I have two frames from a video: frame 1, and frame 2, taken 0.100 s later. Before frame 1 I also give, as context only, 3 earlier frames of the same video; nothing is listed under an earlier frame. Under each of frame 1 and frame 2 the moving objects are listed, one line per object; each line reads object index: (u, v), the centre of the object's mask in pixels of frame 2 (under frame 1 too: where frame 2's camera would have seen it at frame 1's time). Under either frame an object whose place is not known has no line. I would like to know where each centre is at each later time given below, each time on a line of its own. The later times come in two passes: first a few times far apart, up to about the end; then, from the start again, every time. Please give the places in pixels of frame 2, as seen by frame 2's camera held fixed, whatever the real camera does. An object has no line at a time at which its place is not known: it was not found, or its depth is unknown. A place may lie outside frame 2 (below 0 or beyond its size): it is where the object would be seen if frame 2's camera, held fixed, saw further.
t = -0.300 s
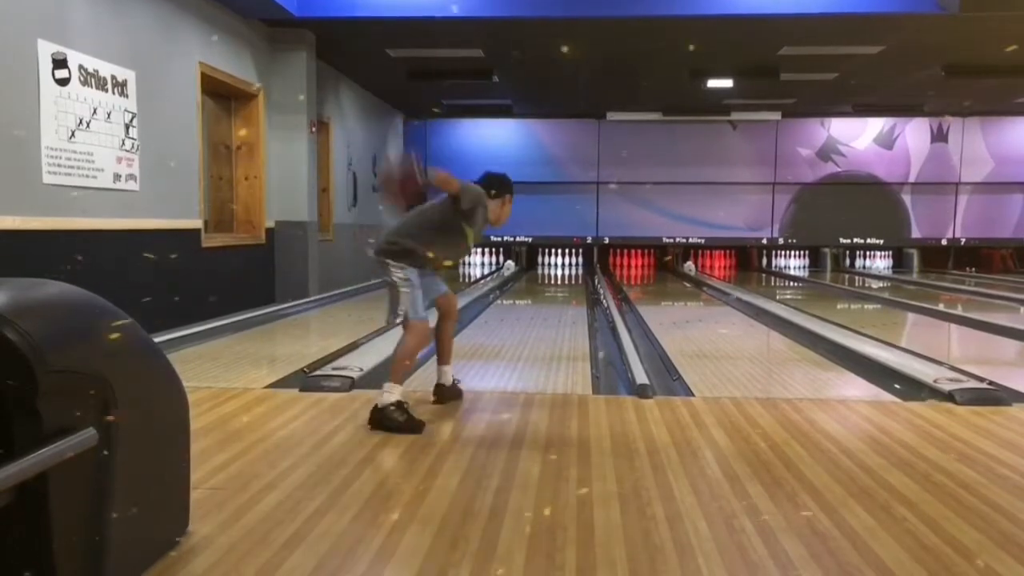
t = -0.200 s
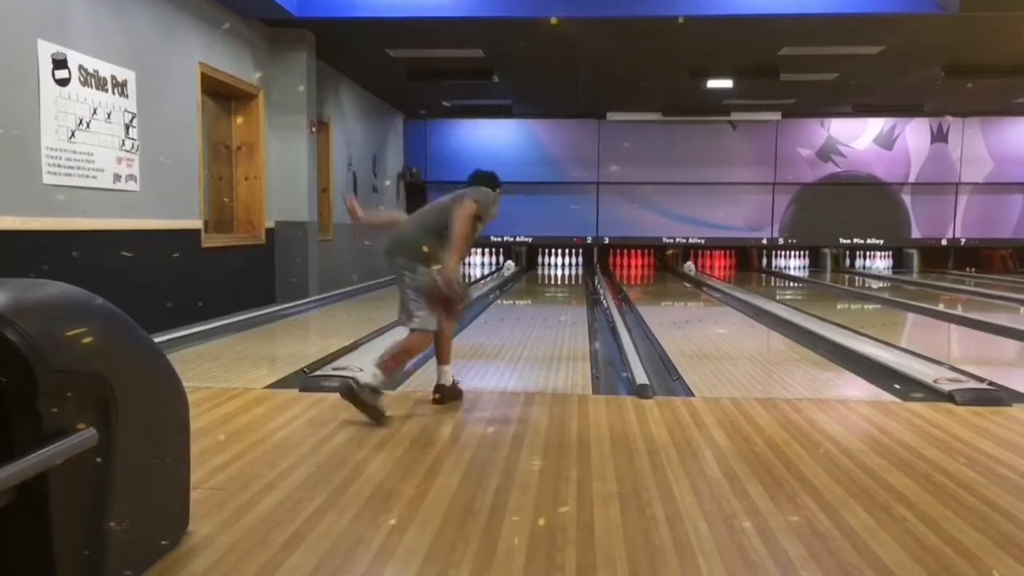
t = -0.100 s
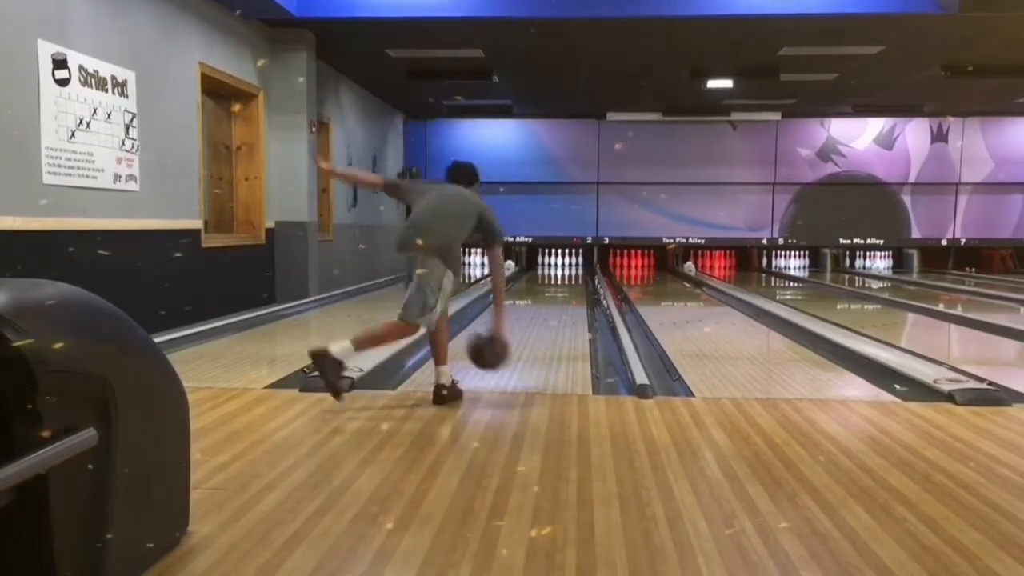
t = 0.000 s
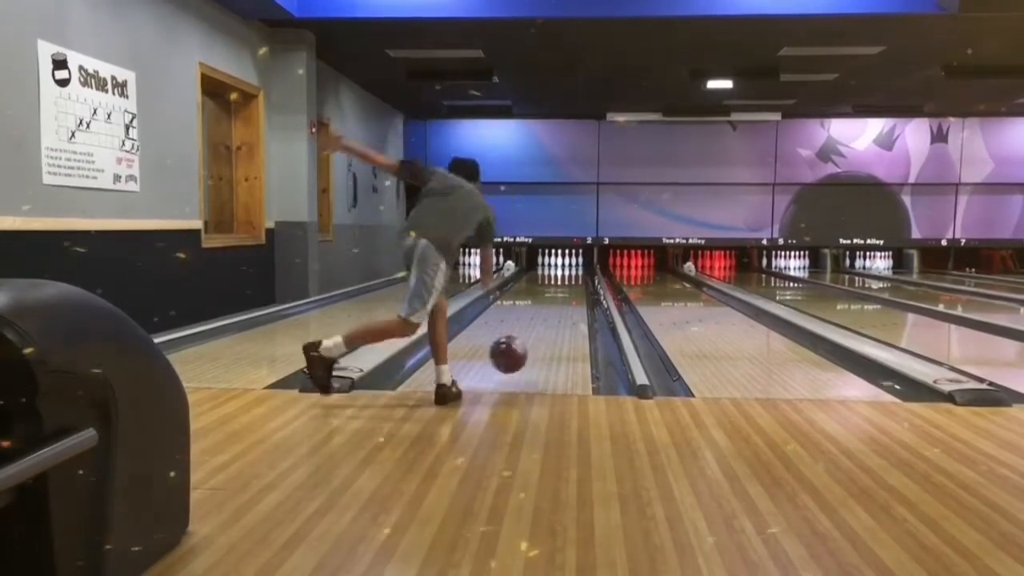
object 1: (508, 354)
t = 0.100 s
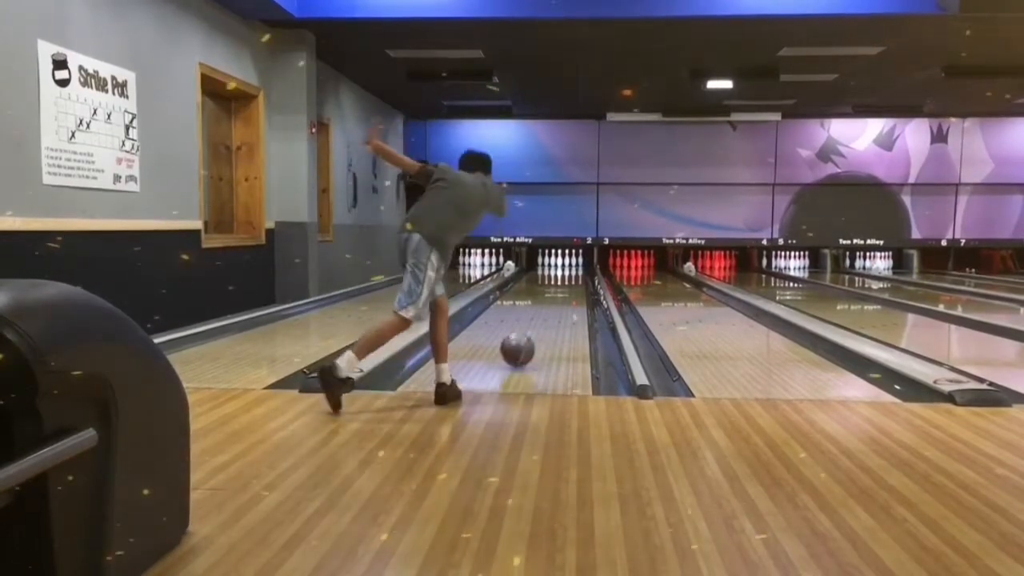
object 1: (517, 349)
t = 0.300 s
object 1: (532, 333)
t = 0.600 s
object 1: (544, 313)
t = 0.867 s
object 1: (552, 301)
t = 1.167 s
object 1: (558, 292)
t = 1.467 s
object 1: (562, 285)
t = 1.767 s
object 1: (564, 278)
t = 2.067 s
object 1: (565, 272)
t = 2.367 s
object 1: (566, 270)
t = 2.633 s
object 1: (566, 270)
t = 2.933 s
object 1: (562, 264)
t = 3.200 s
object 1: (560, 262)
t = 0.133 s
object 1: (520, 346)
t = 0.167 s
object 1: (522, 345)
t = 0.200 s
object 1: (525, 341)
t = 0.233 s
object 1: (527, 338)
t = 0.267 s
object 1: (529, 335)
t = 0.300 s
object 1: (532, 333)
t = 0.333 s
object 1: (533, 329)
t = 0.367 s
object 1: (535, 328)
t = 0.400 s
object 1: (536, 325)
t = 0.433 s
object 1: (538, 322)
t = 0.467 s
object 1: (540, 321)
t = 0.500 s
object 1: (541, 318)
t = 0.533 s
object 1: (542, 317)
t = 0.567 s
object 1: (543, 315)
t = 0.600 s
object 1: (544, 313)
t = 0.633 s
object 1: (546, 311)
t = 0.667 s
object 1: (546, 311)
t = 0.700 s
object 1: (548, 309)
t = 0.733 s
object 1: (548, 306)
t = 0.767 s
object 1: (549, 304)
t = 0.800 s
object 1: (550, 303)
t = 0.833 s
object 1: (550, 303)
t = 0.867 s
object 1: (552, 301)
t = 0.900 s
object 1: (553, 300)
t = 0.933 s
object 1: (553, 298)
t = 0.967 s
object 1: (554, 296)
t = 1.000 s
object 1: (554, 297)
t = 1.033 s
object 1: (554, 296)
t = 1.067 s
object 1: (556, 295)
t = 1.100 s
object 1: (556, 294)
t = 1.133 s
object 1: (557, 292)
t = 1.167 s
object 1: (558, 292)
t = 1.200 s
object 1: (558, 291)
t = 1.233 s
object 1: (559, 289)
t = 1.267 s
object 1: (559, 289)
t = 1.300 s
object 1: (559, 287)
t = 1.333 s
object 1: (560, 287)
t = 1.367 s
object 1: (559, 287)
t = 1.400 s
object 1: (561, 285)
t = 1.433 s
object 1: (563, 285)
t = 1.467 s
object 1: (562, 285)
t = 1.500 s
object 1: (562, 283)
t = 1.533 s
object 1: (562, 281)
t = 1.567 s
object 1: (562, 280)
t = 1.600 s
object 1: (563, 280)
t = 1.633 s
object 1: (562, 280)
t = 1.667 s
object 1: (563, 280)
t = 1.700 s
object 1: (563, 279)
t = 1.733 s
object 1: (563, 278)
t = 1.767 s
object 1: (564, 278)
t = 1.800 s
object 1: (563, 278)
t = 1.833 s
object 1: (564, 277)
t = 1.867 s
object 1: (565, 276)
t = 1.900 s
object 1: (565, 276)
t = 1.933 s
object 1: (564, 274)
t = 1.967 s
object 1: (564, 274)
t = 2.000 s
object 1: (565, 274)
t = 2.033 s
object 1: (565, 272)
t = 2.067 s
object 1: (565, 272)
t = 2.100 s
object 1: (565, 272)
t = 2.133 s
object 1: (565, 271)
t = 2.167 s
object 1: (566, 273)
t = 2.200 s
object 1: (566, 271)
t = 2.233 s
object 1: (566, 270)
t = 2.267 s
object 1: (566, 270)
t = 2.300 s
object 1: (566, 271)
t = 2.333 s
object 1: (566, 270)
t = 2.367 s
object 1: (566, 270)
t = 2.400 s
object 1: (566, 269)
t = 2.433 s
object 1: (566, 269)
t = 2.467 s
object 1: (566, 269)
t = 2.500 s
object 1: (566, 269)
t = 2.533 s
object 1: (566, 269)
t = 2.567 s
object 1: (566, 268)
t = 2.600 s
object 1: (566, 269)
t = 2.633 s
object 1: (566, 270)
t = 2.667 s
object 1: (566, 267)
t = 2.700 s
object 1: (565, 266)
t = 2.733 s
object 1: (565, 266)
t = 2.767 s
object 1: (565, 266)
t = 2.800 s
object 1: (565, 265)
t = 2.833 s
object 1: (565, 266)
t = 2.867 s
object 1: (564, 264)
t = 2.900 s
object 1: (562, 264)
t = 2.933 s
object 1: (562, 264)
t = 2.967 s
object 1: (561, 263)
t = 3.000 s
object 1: (561, 264)
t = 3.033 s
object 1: (561, 263)
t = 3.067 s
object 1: (562, 264)
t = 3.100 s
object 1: (561, 263)
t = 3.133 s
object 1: (561, 262)
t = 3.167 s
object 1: (560, 261)
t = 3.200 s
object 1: (560, 262)
